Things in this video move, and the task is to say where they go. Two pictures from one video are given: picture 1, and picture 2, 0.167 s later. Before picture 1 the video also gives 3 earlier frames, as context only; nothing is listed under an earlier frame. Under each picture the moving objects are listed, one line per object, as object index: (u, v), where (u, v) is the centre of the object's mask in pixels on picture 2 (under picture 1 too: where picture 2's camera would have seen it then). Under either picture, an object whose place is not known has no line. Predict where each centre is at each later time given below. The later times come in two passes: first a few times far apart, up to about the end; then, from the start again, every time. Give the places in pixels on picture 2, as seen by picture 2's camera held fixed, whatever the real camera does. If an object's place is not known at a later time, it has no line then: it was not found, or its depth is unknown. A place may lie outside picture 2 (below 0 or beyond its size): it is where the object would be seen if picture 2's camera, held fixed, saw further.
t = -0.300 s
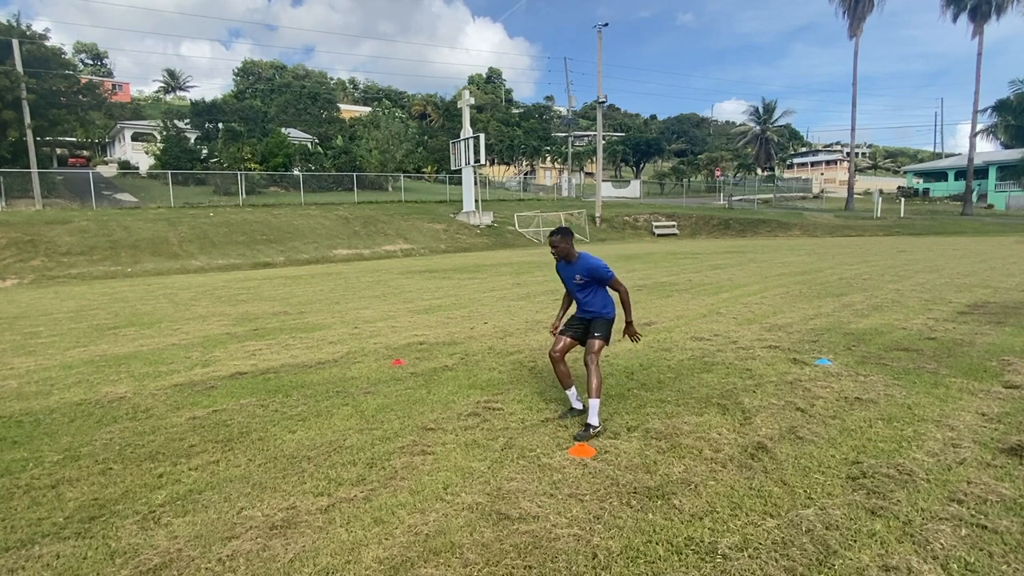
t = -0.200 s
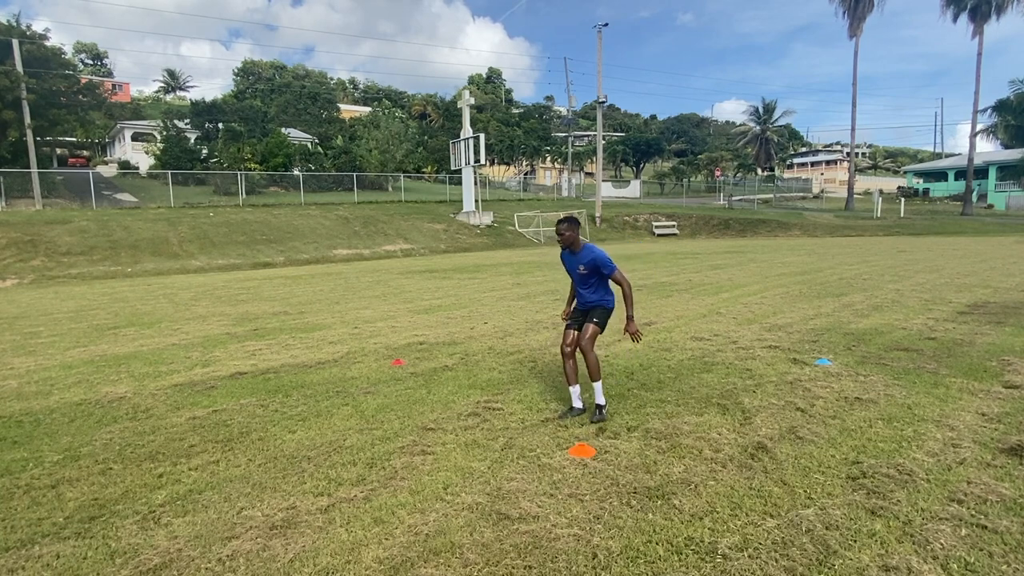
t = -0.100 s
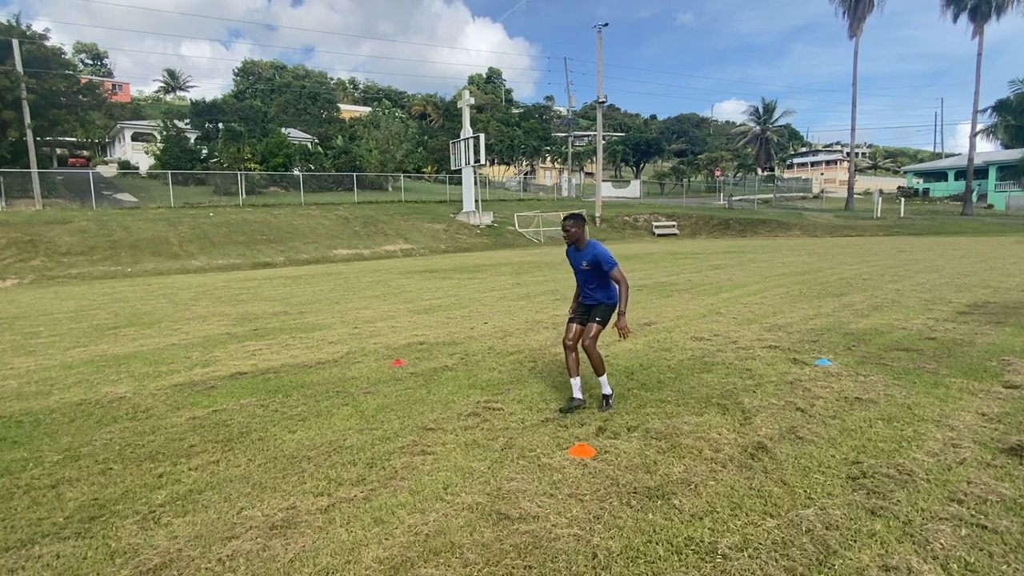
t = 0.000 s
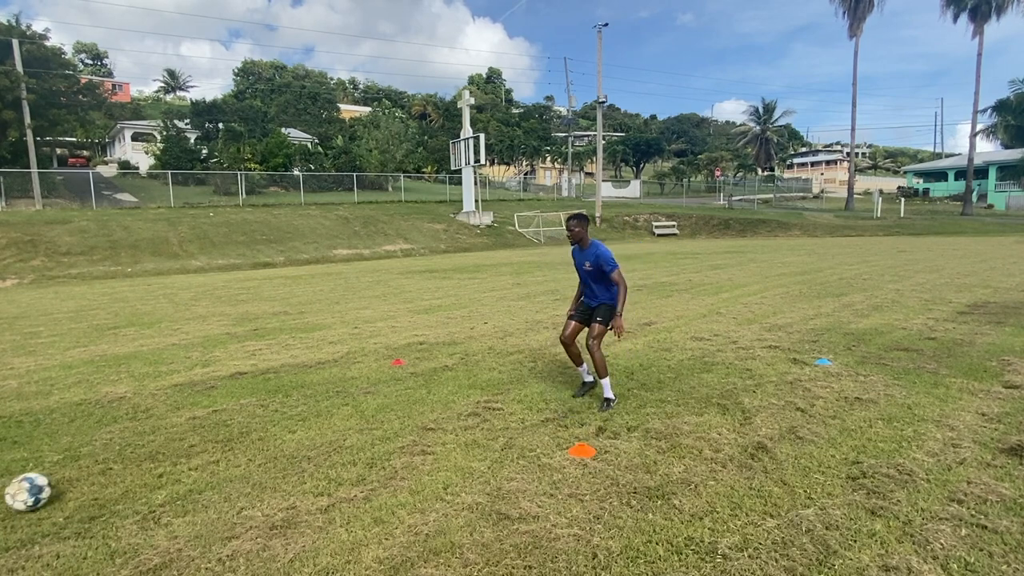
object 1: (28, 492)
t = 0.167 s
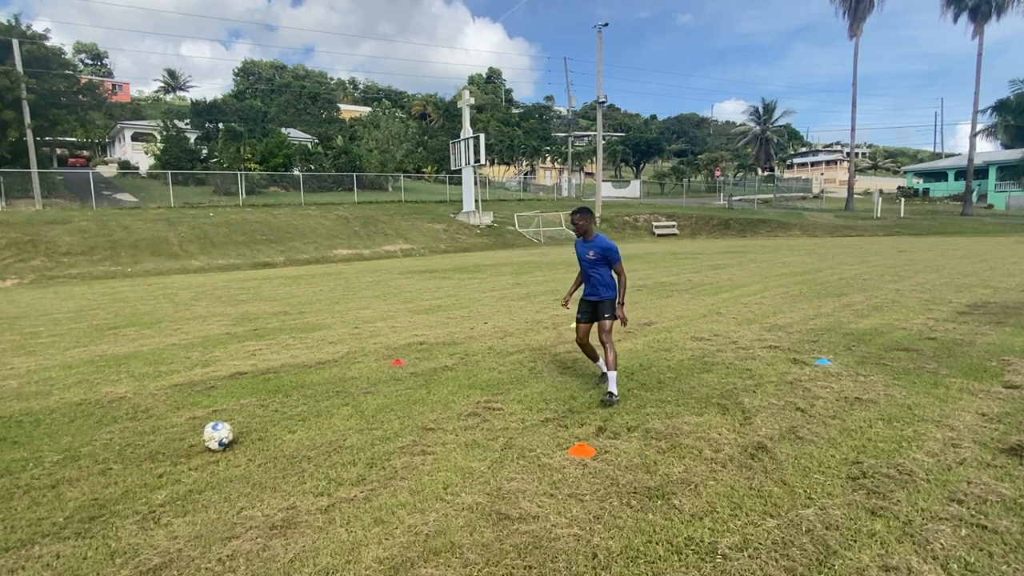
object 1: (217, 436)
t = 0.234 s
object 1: (267, 420)
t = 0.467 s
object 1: (381, 383)
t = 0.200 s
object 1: (244, 429)
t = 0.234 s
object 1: (267, 420)
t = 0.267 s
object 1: (286, 412)
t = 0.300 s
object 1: (305, 406)
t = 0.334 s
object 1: (324, 400)
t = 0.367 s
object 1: (340, 396)
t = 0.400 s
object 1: (356, 392)
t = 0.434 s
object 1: (369, 388)
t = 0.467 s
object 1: (381, 383)
